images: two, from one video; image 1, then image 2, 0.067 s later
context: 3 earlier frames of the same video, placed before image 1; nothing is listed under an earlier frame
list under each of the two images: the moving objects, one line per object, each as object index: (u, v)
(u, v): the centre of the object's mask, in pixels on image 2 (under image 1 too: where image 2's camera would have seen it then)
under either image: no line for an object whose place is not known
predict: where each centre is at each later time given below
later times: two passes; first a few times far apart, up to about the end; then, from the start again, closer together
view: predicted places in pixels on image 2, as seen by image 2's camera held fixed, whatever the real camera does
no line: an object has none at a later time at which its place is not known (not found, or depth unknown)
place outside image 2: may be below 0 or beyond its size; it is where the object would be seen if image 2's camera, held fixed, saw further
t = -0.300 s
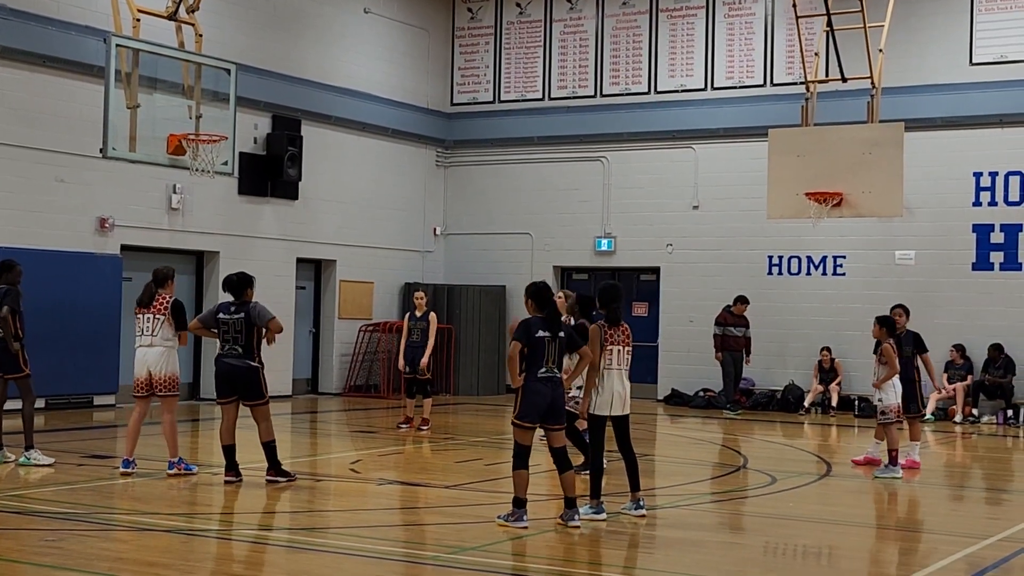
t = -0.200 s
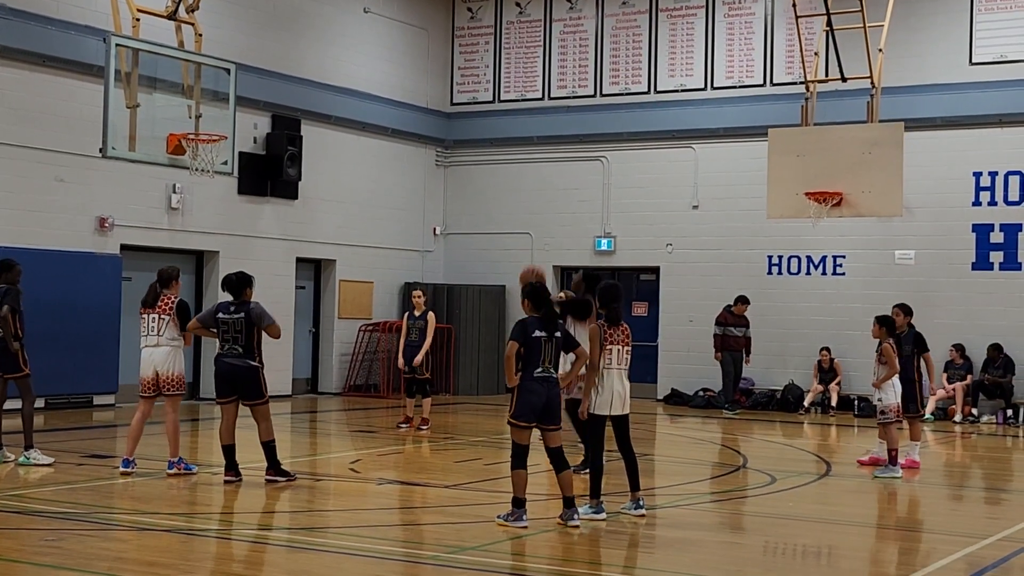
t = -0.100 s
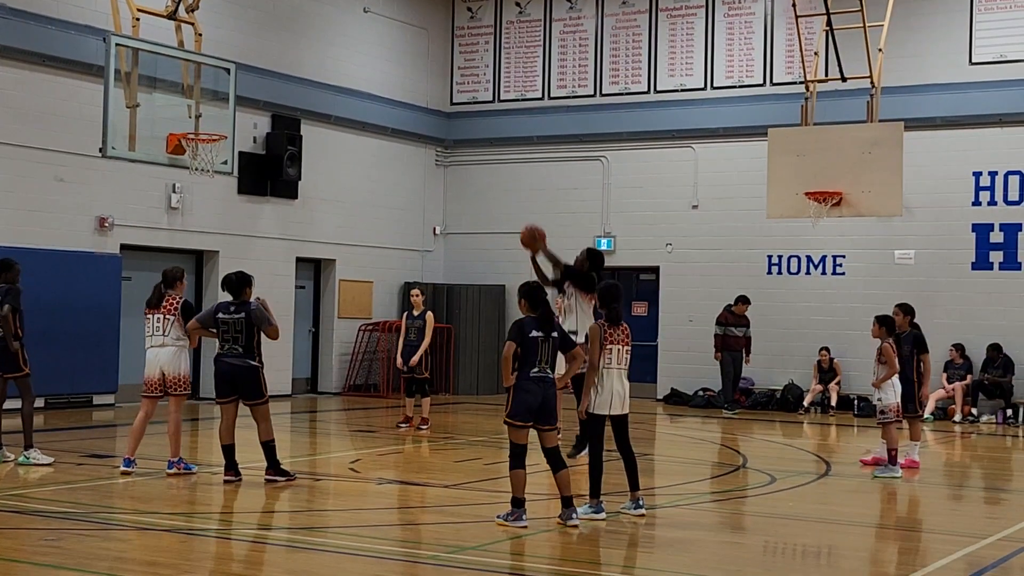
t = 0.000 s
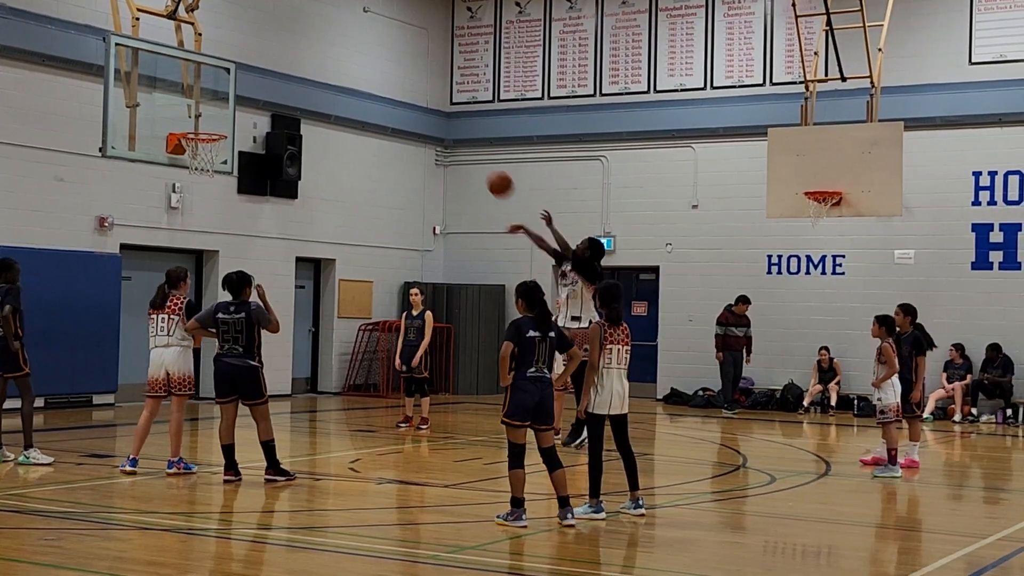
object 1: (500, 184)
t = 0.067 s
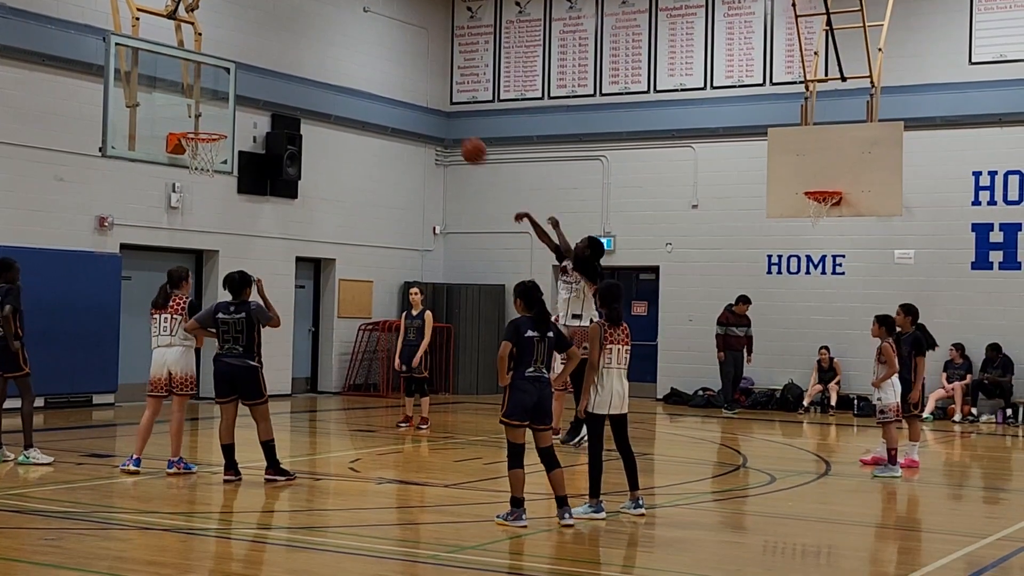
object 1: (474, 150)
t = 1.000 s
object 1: (197, 180)
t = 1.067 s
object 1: (200, 204)
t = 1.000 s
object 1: (197, 180)
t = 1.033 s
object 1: (198, 192)
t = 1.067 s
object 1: (200, 204)
